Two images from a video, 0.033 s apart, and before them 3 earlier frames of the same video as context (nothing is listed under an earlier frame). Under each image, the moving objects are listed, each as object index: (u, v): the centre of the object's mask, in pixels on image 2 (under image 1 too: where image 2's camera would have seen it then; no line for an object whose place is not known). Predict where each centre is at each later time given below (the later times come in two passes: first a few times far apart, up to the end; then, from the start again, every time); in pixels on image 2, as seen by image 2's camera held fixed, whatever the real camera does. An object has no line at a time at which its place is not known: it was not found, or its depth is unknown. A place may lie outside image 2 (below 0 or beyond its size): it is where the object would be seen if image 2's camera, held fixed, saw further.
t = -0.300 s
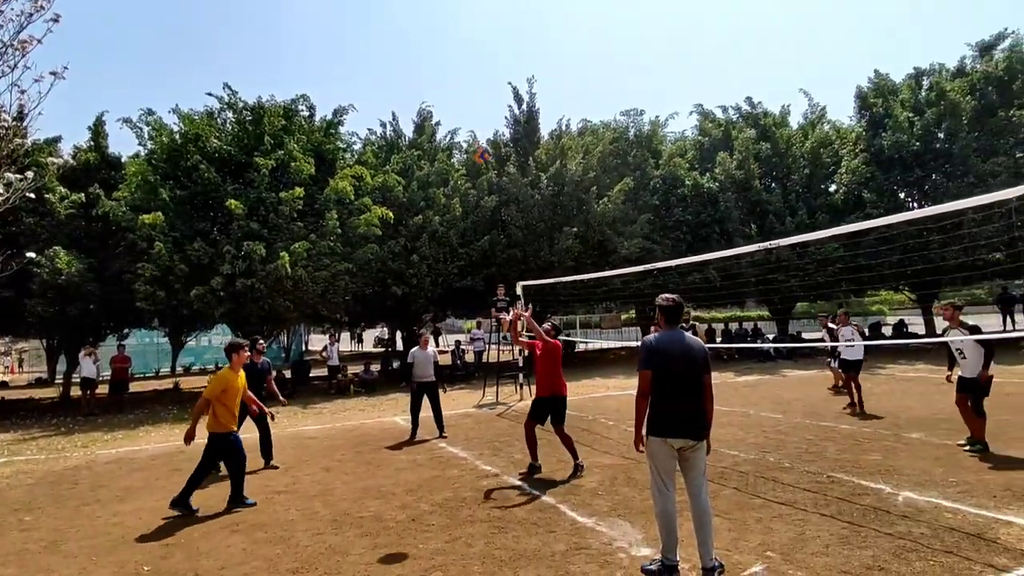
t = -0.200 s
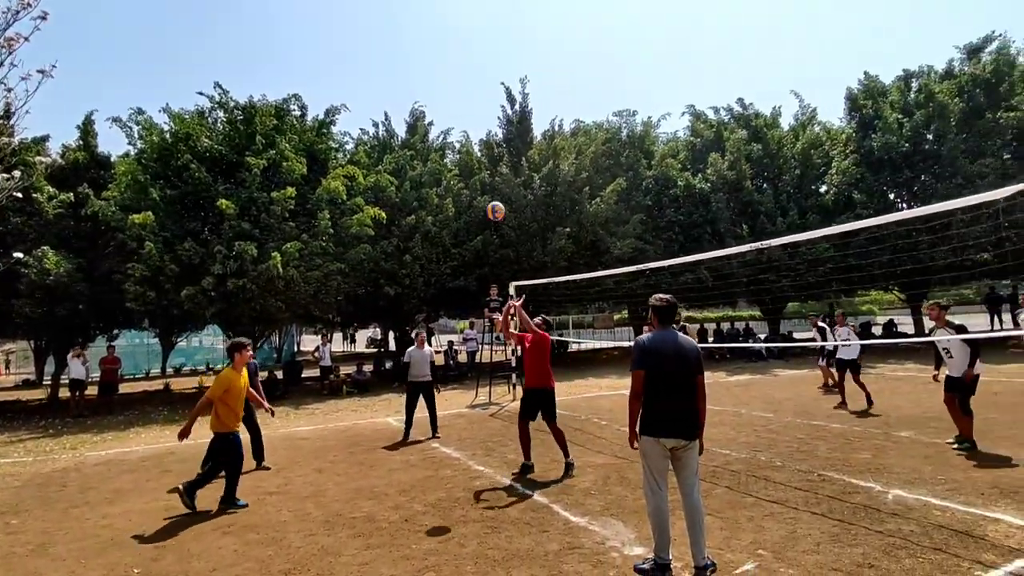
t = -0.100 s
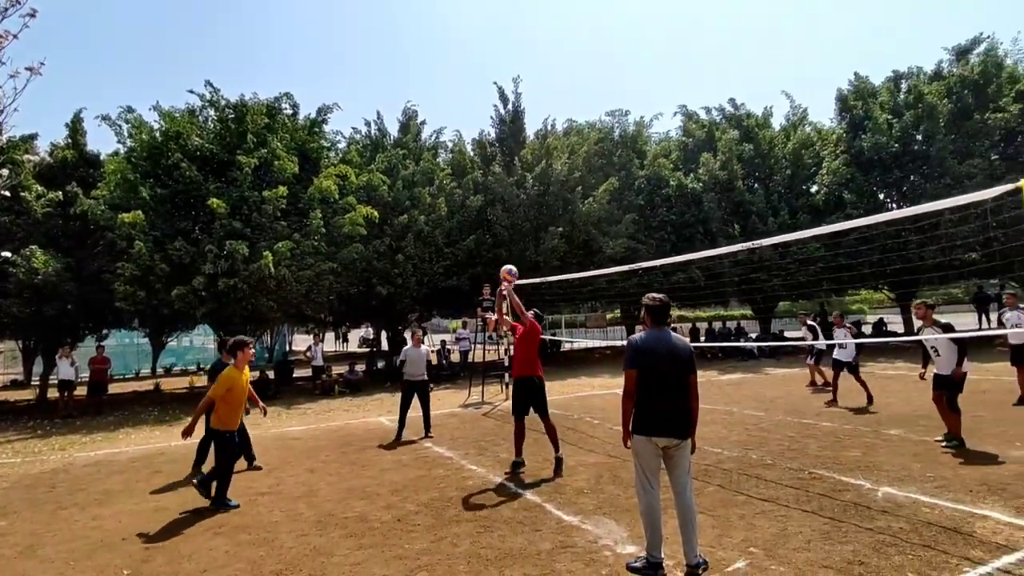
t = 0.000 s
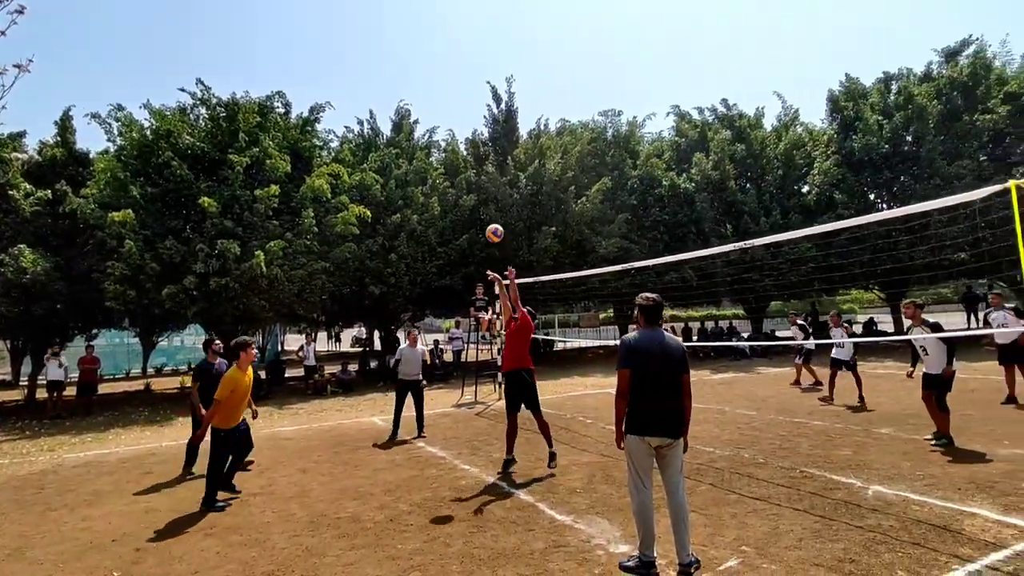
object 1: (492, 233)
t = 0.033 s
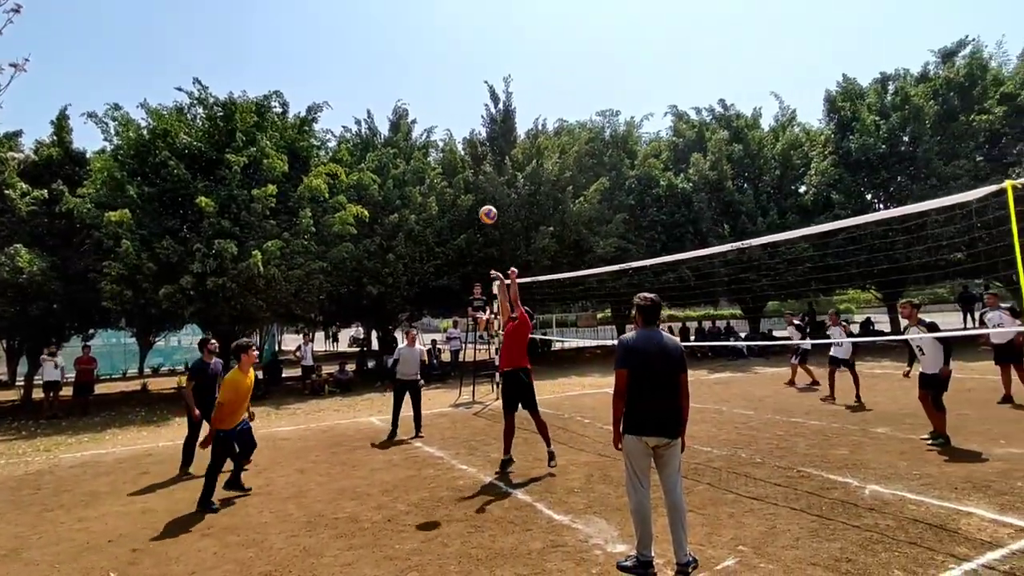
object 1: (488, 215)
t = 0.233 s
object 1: (464, 125)
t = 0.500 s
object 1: (436, 56)
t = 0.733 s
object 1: (413, 41)
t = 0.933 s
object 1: (395, 62)
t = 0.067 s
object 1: (484, 197)
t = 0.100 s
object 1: (480, 180)
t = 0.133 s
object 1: (476, 165)
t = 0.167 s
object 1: (472, 151)
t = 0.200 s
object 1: (467, 137)
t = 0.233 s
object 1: (464, 125)
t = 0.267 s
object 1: (460, 113)
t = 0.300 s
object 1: (457, 102)
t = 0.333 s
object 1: (453, 92)
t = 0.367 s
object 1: (449, 83)
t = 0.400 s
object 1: (446, 75)
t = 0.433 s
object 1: (443, 68)
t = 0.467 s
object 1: (439, 61)
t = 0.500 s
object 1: (436, 56)
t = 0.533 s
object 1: (433, 51)
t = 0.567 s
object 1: (429, 47)
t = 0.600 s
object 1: (426, 44)
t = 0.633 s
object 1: (423, 42)
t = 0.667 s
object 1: (420, 41)
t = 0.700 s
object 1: (416, 41)
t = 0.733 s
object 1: (413, 41)
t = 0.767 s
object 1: (410, 42)
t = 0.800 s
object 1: (407, 44)
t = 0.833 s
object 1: (404, 47)
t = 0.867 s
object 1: (401, 51)
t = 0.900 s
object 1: (398, 56)
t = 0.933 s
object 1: (395, 62)
